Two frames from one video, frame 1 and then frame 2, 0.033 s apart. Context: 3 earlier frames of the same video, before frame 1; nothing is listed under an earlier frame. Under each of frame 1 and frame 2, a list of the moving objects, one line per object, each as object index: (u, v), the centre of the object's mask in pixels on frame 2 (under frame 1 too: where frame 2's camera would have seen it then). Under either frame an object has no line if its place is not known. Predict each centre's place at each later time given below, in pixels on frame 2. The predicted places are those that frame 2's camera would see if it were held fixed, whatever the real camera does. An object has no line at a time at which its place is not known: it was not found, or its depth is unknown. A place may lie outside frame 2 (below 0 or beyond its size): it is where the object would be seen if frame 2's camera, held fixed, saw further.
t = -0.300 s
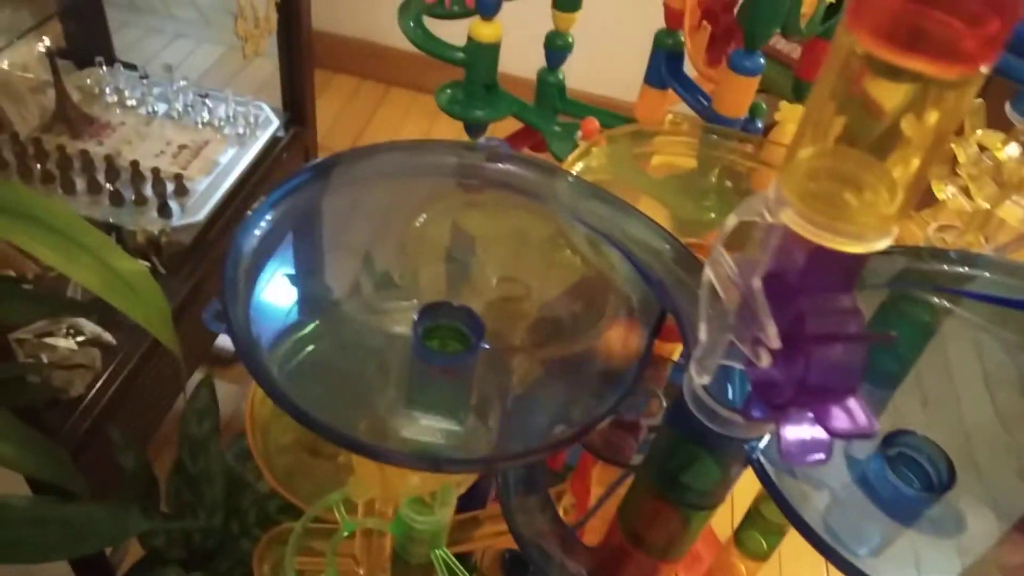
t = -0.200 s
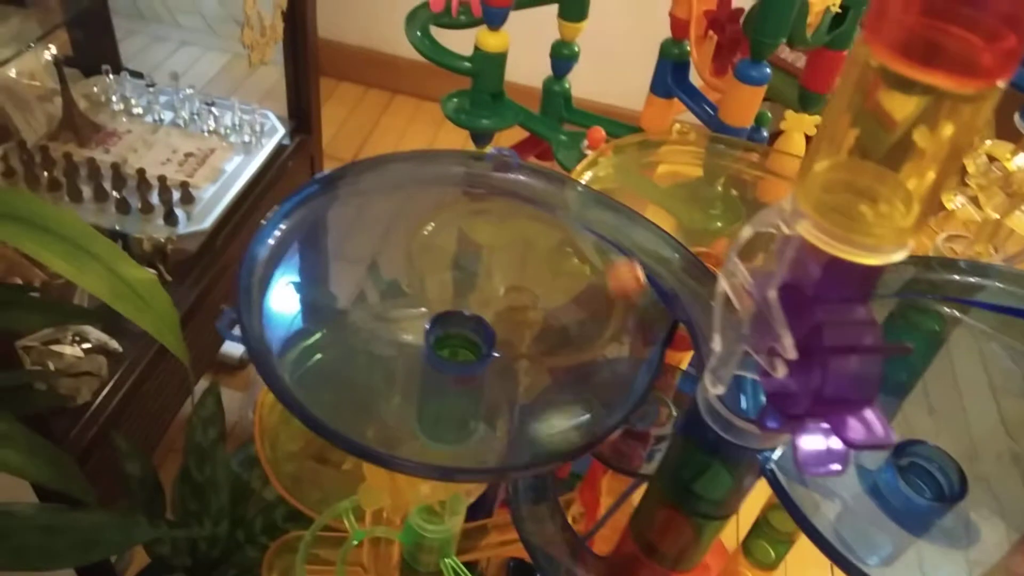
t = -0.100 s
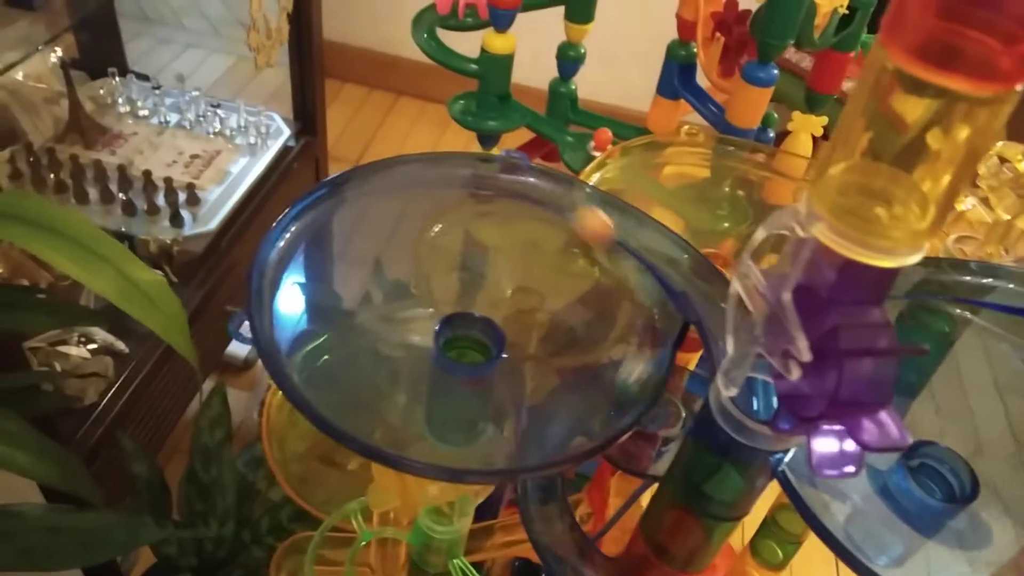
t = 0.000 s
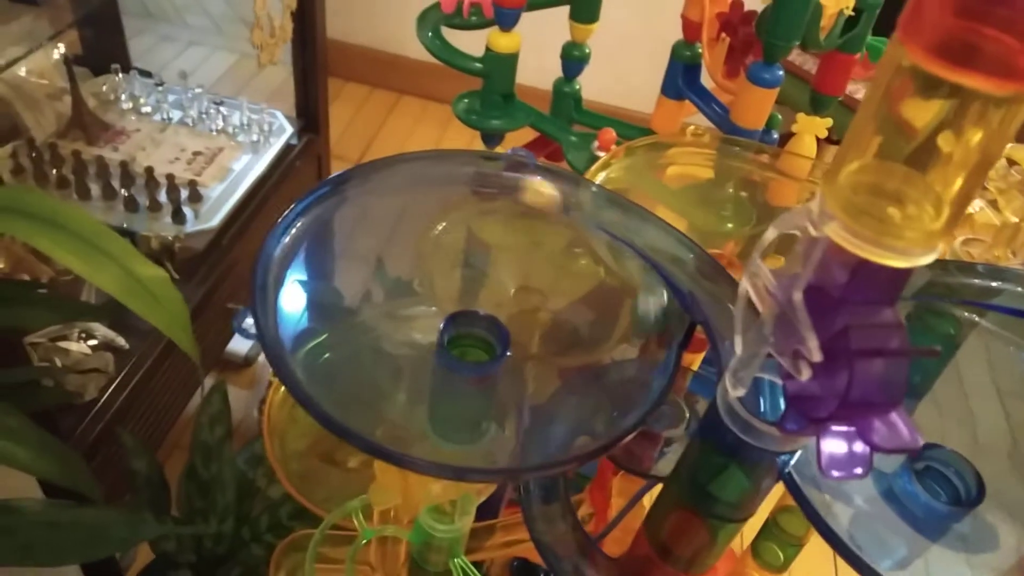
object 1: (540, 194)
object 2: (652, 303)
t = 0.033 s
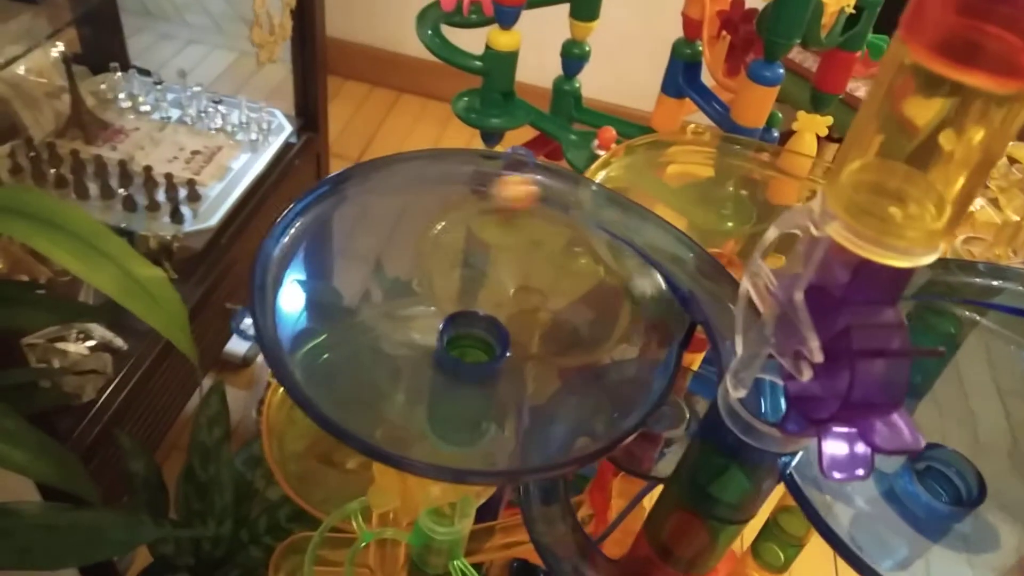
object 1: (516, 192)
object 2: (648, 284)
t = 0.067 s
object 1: (494, 194)
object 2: (637, 267)
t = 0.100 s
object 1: (469, 197)
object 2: (624, 251)
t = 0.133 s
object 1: (450, 205)
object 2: (610, 236)
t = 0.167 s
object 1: (429, 221)
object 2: (594, 224)
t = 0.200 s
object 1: (413, 241)
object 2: (577, 215)
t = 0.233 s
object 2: (558, 207)
